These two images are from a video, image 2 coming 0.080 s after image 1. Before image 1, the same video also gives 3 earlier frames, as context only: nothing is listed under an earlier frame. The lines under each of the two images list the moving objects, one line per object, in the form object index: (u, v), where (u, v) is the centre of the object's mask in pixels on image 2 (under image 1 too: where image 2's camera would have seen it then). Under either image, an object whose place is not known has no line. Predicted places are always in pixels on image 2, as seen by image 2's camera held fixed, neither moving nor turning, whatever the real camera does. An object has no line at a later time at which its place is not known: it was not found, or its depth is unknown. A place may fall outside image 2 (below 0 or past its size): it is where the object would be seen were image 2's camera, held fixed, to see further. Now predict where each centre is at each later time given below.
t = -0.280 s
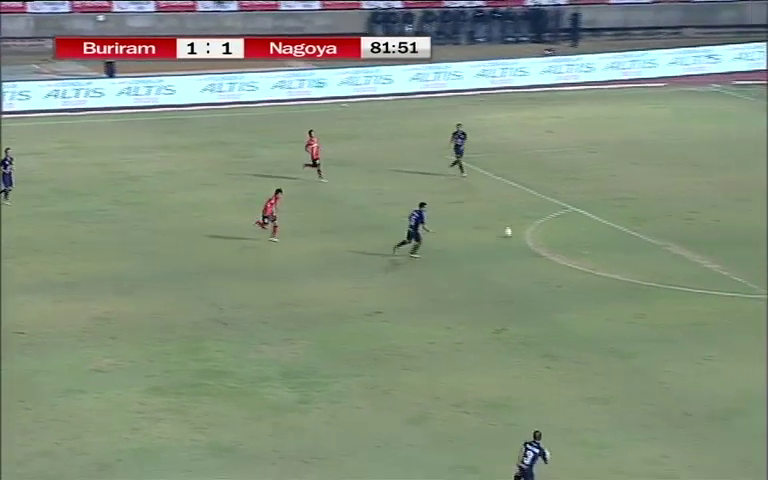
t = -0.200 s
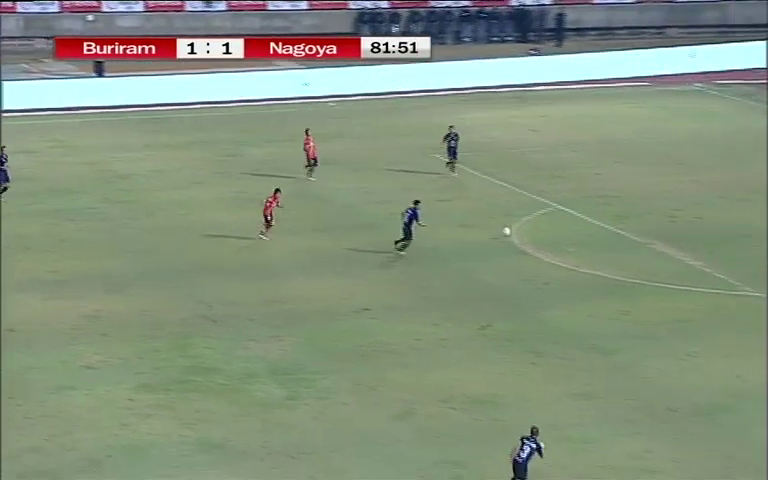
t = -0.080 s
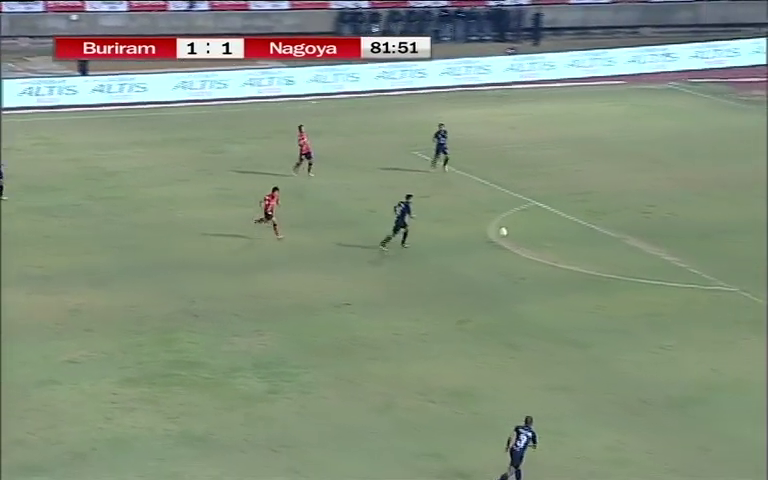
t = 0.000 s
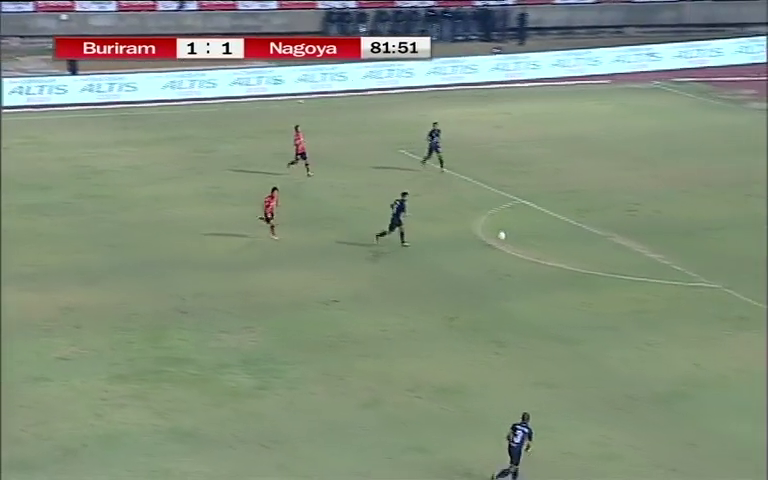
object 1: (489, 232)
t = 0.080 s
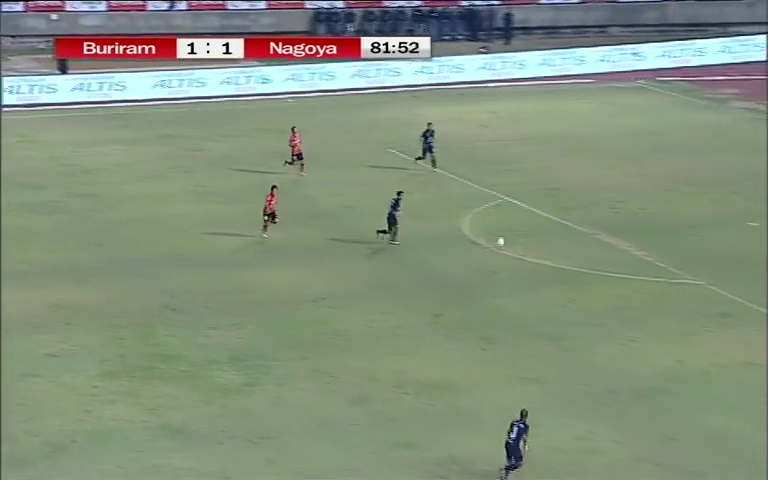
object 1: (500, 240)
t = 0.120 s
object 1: (505, 245)
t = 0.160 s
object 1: (510, 246)
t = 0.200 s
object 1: (515, 247)
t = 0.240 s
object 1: (520, 249)
